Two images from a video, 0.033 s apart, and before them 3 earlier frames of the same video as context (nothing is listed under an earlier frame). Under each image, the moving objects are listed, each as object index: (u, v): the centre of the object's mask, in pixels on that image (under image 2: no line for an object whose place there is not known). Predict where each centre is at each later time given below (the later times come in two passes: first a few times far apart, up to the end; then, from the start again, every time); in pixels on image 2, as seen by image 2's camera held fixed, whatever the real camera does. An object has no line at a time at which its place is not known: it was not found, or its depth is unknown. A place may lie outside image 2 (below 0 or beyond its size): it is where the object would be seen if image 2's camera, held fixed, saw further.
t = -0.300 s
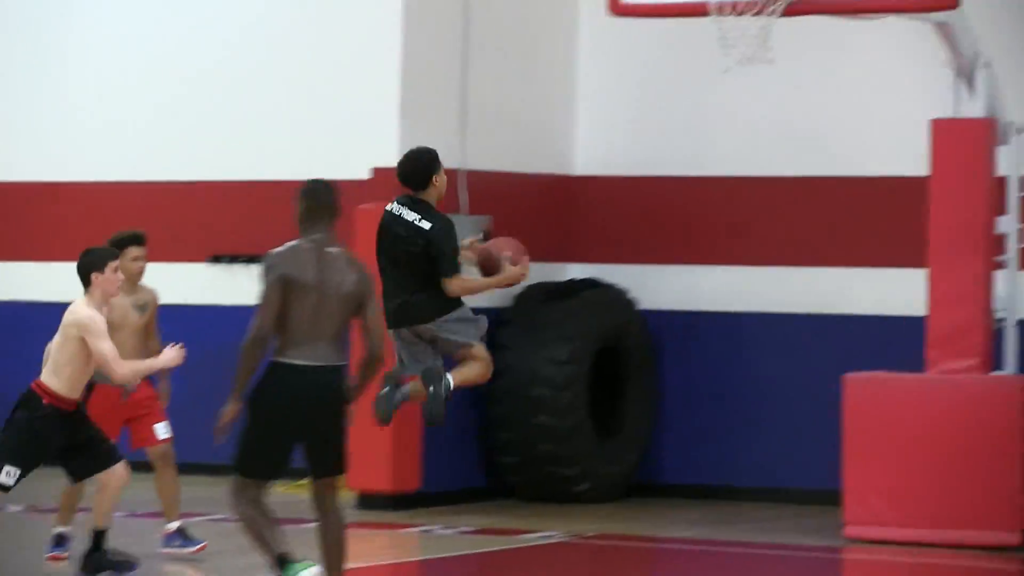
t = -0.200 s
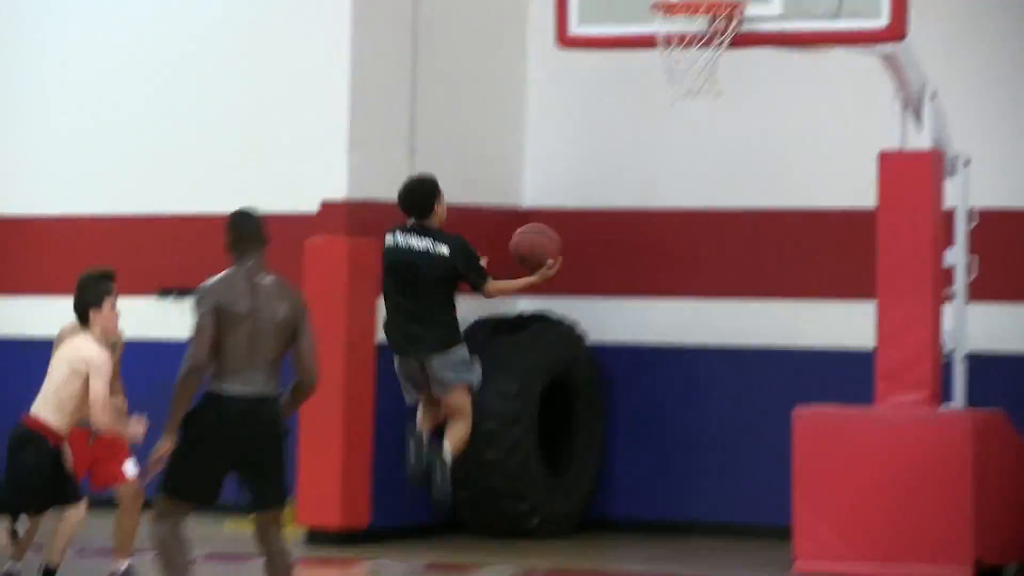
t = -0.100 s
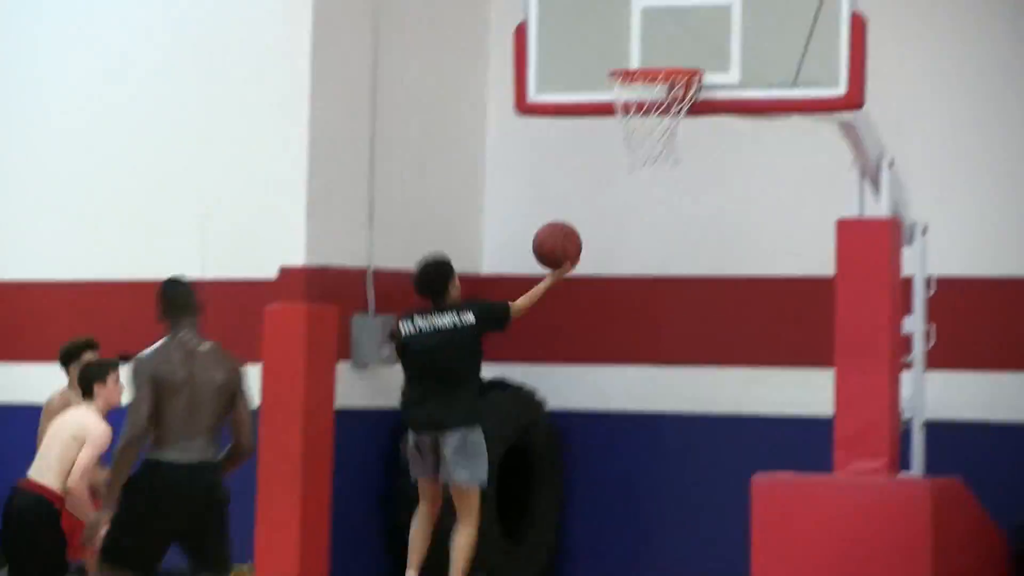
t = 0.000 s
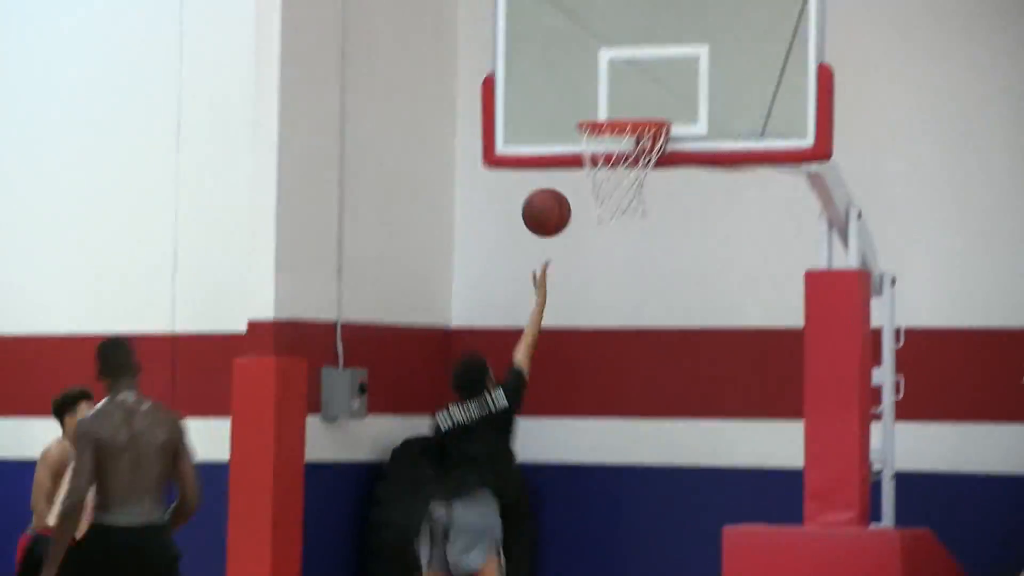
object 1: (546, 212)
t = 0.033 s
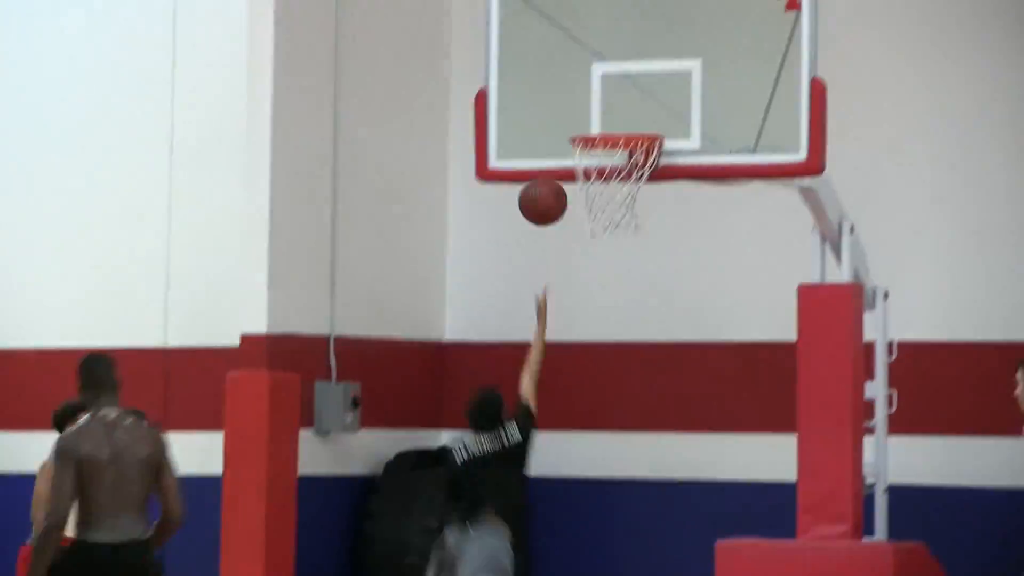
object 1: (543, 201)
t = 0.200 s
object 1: (560, 112)
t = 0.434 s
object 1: (582, 80)
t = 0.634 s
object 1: (599, 132)
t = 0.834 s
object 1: (621, 199)
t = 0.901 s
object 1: (626, 221)
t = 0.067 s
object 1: (547, 178)
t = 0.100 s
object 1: (550, 159)
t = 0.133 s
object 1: (553, 140)
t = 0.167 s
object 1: (557, 125)
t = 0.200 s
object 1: (560, 112)
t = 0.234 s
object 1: (563, 101)
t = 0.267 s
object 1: (566, 92)
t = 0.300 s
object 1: (570, 85)
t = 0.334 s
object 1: (573, 80)
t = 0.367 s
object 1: (576, 78)
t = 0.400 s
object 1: (579, 78)
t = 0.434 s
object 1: (582, 80)
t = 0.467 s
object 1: (585, 84)
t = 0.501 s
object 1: (588, 90)
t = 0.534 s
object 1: (591, 98)
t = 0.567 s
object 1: (594, 108)
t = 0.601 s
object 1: (596, 118)
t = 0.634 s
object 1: (599, 132)
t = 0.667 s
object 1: (600, 149)
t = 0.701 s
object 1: (605, 167)
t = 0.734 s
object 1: (609, 182)
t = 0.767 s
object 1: (613, 191)
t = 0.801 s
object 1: (619, 194)
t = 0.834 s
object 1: (621, 199)
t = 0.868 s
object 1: (624, 211)
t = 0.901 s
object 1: (626, 221)
